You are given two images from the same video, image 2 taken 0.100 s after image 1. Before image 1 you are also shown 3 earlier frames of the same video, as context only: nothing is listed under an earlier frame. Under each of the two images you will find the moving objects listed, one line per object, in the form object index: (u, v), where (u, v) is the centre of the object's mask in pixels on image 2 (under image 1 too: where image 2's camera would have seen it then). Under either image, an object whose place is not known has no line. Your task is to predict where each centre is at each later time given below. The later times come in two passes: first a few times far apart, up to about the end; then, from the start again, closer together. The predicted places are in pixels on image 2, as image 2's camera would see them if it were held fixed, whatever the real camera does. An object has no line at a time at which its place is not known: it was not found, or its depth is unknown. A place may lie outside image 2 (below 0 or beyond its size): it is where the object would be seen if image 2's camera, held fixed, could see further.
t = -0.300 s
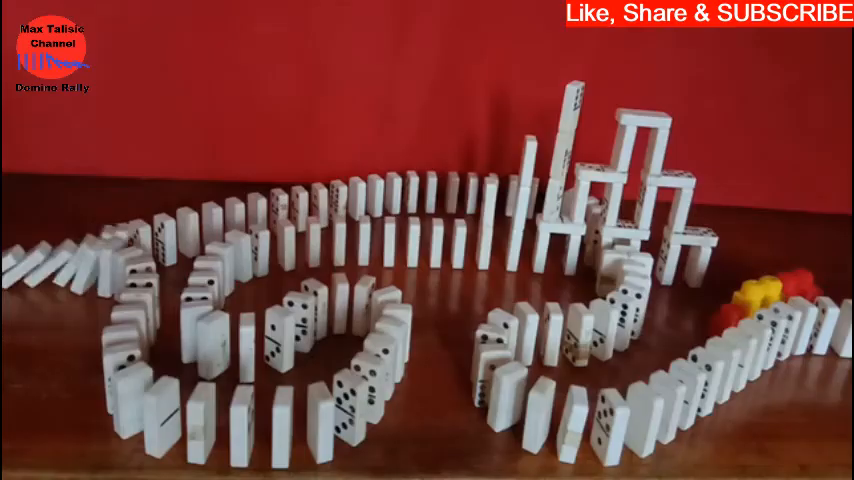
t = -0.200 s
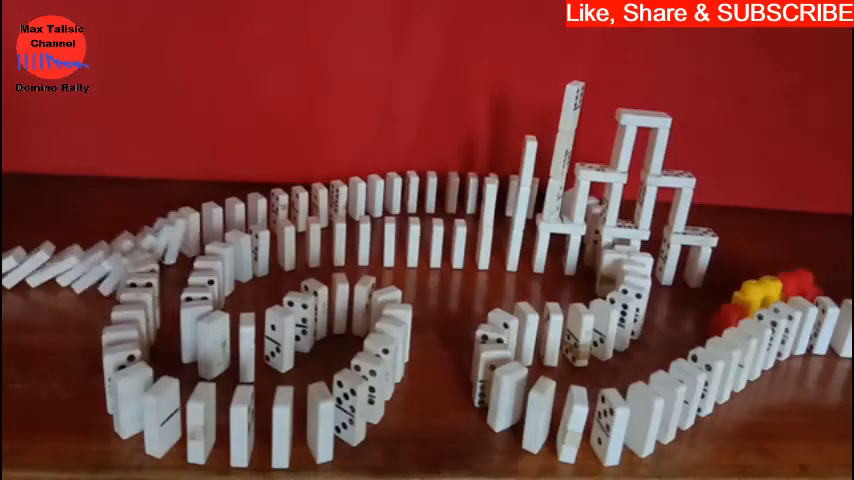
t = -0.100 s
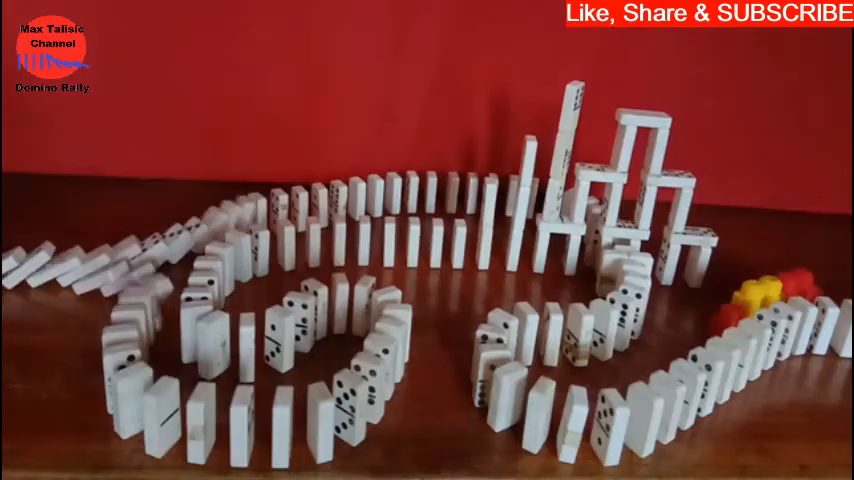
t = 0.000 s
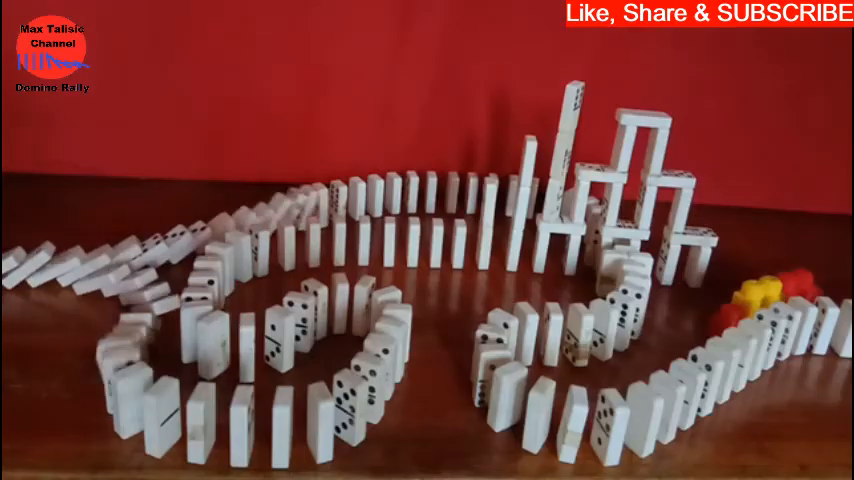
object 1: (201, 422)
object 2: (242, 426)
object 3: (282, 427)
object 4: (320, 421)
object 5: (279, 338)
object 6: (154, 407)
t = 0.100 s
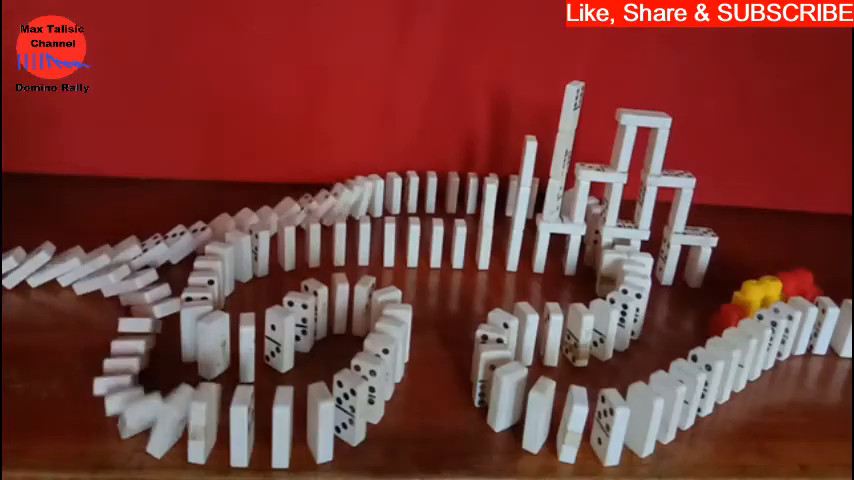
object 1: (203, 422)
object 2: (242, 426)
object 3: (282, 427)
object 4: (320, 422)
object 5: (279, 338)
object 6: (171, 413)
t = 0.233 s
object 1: (237, 433)
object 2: (271, 431)
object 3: (300, 429)
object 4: (328, 421)
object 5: (279, 338)
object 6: (193, 437)
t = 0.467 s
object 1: (244, 438)
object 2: (289, 438)
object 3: (326, 446)
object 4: (376, 458)
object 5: (279, 338)
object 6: (194, 440)
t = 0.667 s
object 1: (243, 438)
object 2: (289, 438)
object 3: (326, 446)
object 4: (376, 458)
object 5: (279, 338)
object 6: (194, 440)
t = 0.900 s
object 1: (242, 438)
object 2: (289, 438)
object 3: (326, 446)
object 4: (376, 458)
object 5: (257, 389)
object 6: (195, 440)
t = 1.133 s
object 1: (242, 439)
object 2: (289, 438)
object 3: (326, 446)
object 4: (376, 458)
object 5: (257, 389)
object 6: (195, 440)
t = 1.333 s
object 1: (241, 439)
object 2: (289, 438)
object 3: (326, 446)
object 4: (376, 458)
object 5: (257, 389)
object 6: (195, 439)
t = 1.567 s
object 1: (240, 439)
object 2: (289, 438)
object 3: (326, 446)
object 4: (375, 458)
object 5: (257, 389)
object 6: (195, 440)
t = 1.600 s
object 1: (240, 439)
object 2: (289, 438)
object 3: (326, 446)
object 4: (375, 458)
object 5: (257, 389)
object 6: (195, 440)
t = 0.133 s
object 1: (213, 423)
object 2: (242, 426)
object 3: (282, 427)
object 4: (320, 422)
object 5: (279, 338)
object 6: (181, 425)
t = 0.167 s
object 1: (223, 428)
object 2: (253, 424)
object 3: (282, 427)
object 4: (320, 422)
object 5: (279, 338)
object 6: (186, 432)
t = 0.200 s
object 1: (232, 430)
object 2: (263, 429)
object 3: (290, 426)
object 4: (321, 422)
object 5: (279, 338)
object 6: (185, 430)
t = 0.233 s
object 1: (237, 433)
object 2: (271, 431)
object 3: (300, 429)
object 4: (328, 421)
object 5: (279, 338)
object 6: (193, 437)
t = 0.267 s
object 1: (240, 435)
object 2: (277, 432)
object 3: (308, 431)
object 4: (337, 425)
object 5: (279, 338)
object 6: (190, 439)
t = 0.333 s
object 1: (244, 438)
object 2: (286, 436)
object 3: (321, 437)
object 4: (364, 431)
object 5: (279, 338)
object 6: (194, 439)
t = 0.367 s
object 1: (244, 438)
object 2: (287, 437)
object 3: (321, 439)
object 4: (368, 442)
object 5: (279, 338)
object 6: (194, 439)
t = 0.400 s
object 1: (244, 437)
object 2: (287, 436)
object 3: (322, 440)
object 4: (371, 453)
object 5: (279, 338)
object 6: (194, 439)
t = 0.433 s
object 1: (244, 437)
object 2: (289, 436)
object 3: (324, 444)
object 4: (374, 455)
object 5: (279, 338)
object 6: (195, 440)
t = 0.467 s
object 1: (244, 438)
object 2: (289, 438)
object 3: (326, 446)
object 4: (376, 458)
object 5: (279, 338)
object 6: (194, 440)
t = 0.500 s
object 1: (244, 438)
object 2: (289, 438)
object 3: (326, 446)
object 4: (376, 458)
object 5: (279, 338)
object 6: (194, 440)
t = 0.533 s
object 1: (243, 438)
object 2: (289, 438)
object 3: (326, 446)
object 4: (376, 458)
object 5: (279, 338)
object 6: (194, 440)
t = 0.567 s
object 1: (243, 438)
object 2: (289, 438)
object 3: (326, 446)
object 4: (376, 458)
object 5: (279, 338)
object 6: (195, 440)
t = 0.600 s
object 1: (243, 438)
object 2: (289, 438)
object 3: (326, 446)
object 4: (376, 458)
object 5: (279, 338)
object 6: (194, 440)
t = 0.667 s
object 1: (243, 438)
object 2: (289, 438)
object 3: (326, 446)
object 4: (376, 458)
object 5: (279, 338)
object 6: (194, 440)
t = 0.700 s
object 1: (243, 438)
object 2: (289, 438)
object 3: (326, 446)
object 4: (376, 458)
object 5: (274, 341)
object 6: (195, 440)
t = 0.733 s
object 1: (243, 438)
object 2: (289, 438)
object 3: (326, 446)
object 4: (376, 458)
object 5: (271, 344)
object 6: (194, 440)
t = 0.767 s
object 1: (243, 438)
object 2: (289, 438)
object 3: (326, 446)
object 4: (376, 458)
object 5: (270, 355)
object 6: (194, 440)
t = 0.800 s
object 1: (242, 438)
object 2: (289, 438)
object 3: (326, 446)
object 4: (376, 458)
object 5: (259, 381)
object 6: (194, 440)
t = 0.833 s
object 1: (242, 438)
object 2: (289, 438)
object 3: (326, 446)
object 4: (376, 458)
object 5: (259, 386)
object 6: (194, 440)
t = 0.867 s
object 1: (242, 438)
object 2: (289, 438)
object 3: (326, 446)
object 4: (376, 458)
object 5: (257, 389)
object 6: (194, 440)
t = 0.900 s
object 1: (242, 438)
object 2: (289, 438)
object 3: (326, 446)
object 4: (376, 458)
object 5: (257, 389)
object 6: (195, 440)
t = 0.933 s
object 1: (242, 438)
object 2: (289, 438)
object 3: (326, 446)
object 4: (376, 458)
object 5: (257, 389)
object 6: (195, 440)
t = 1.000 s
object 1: (242, 438)
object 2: (289, 438)
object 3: (326, 446)
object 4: (376, 458)
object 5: (257, 389)
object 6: (195, 440)
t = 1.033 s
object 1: (242, 438)
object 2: (289, 438)
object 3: (326, 446)
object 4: (376, 458)
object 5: (257, 389)
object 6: (194, 440)
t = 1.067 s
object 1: (242, 438)
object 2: (289, 438)
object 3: (326, 446)
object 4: (376, 458)
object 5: (257, 389)
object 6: (194, 440)
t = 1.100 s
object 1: (242, 439)
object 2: (289, 438)
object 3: (326, 446)
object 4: (376, 458)
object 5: (257, 389)
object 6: (194, 440)
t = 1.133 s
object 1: (242, 439)
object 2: (289, 438)
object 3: (326, 446)
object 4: (376, 458)
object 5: (257, 389)
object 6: (195, 440)
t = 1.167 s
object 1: (242, 439)
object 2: (289, 438)
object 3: (326, 446)
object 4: (376, 458)
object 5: (257, 389)
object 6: (194, 440)
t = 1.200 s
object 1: (241, 439)
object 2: (289, 438)
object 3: (326, 446)
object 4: (376, 458)
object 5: (257, 389)
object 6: (194, 439)
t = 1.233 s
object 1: (241, 439)
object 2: (289, 438)
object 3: (326, 446)
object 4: (376, 458)
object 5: (257, 389)
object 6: (194, 439)
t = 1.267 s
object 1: (241, 439)
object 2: (289, 438)
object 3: (326, 446)
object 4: (376, 458)
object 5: (257, 389)
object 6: (195, 439)
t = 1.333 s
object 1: (241, 439)
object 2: (289, 438)
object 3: (326, 446)
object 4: (376, 458)
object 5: (257, 389)
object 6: (195, 439)
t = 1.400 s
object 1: (241, 439)
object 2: (289, 438)
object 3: (326, 446)
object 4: (375, 458)
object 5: (257, 389)
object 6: (195, 439)
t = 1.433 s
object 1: (241, 439)
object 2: (289, 438)
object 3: (326, 446)
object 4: (375, 458)
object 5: (257, 389)
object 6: (195, 440)
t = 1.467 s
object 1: (241, 439)
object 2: (289, 438)
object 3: (326, 446)
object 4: (375, 458)
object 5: (257, 389)
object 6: (195, 440)
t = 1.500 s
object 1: (241, 439)
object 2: (289, 438)
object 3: (326, 446)
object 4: (375, 458)
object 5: (257, 389)
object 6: (195, 440)
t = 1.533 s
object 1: (241, 439)
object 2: (289, 438)
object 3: (326, 446)
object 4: (375, 458)
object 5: (257, 389)
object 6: (195, 440)
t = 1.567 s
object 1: (240, 439)
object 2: (289, 438)
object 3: (326, 446)
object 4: (375, 458)
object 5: (257, 389)
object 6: (195, 440)
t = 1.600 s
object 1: (240, 439)
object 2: (289, 438)
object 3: (326, 446)
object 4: (375, 458)
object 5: (257, 389)
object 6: (195, 440)
